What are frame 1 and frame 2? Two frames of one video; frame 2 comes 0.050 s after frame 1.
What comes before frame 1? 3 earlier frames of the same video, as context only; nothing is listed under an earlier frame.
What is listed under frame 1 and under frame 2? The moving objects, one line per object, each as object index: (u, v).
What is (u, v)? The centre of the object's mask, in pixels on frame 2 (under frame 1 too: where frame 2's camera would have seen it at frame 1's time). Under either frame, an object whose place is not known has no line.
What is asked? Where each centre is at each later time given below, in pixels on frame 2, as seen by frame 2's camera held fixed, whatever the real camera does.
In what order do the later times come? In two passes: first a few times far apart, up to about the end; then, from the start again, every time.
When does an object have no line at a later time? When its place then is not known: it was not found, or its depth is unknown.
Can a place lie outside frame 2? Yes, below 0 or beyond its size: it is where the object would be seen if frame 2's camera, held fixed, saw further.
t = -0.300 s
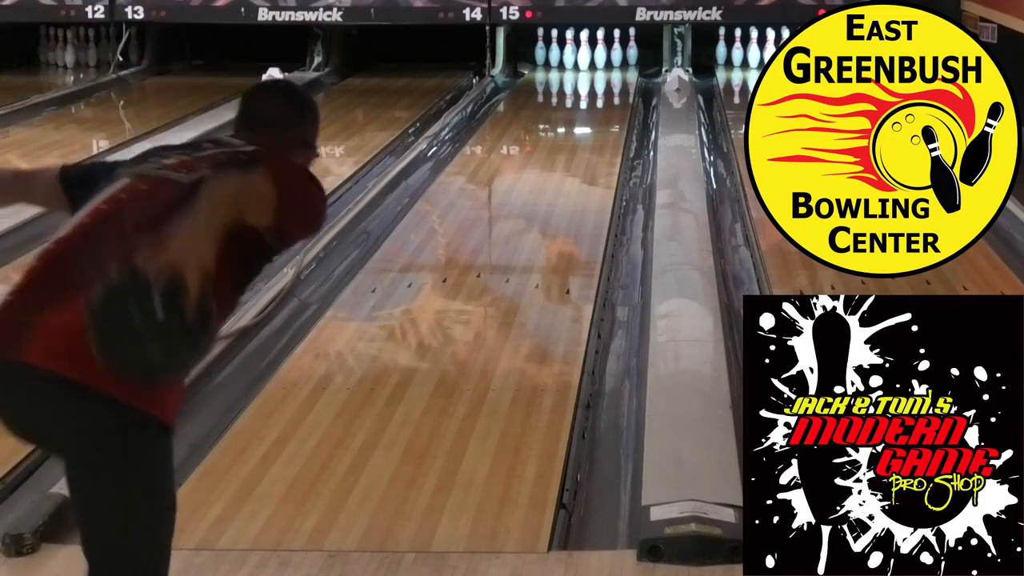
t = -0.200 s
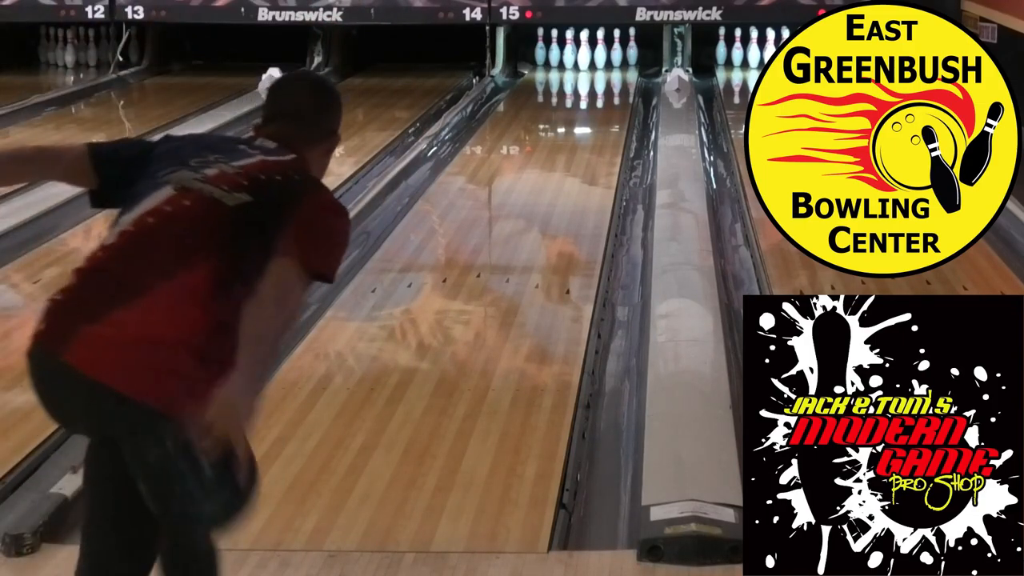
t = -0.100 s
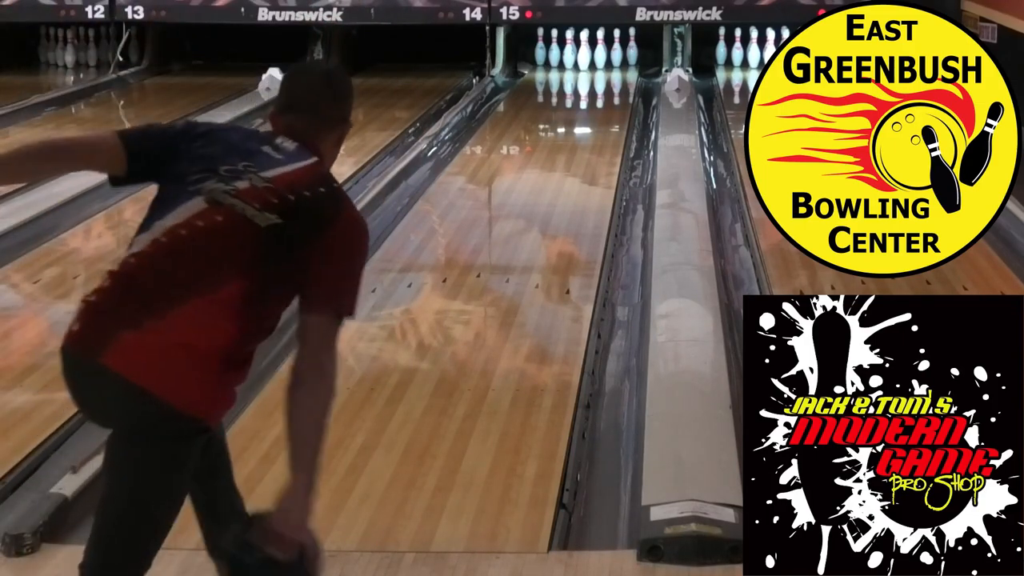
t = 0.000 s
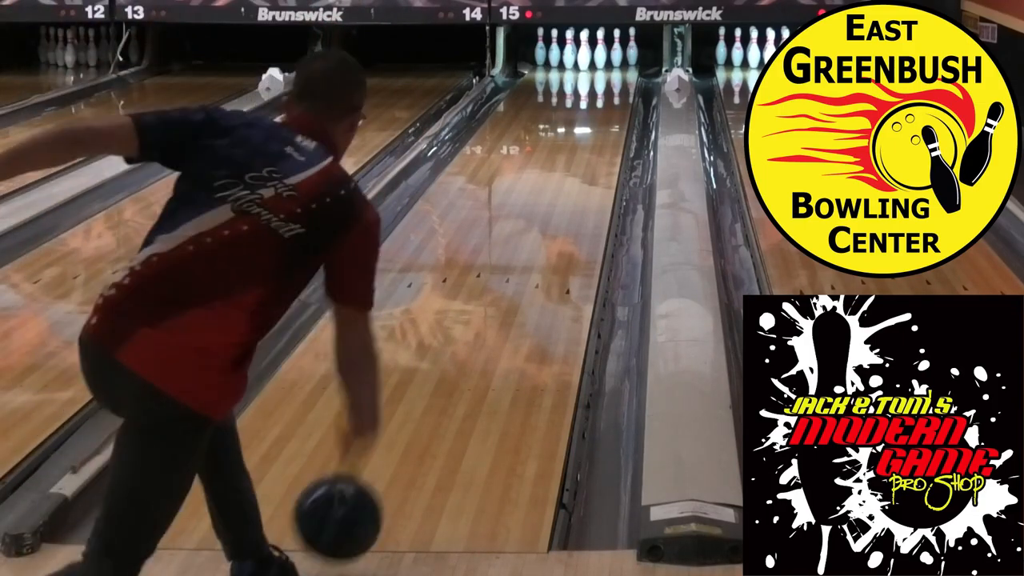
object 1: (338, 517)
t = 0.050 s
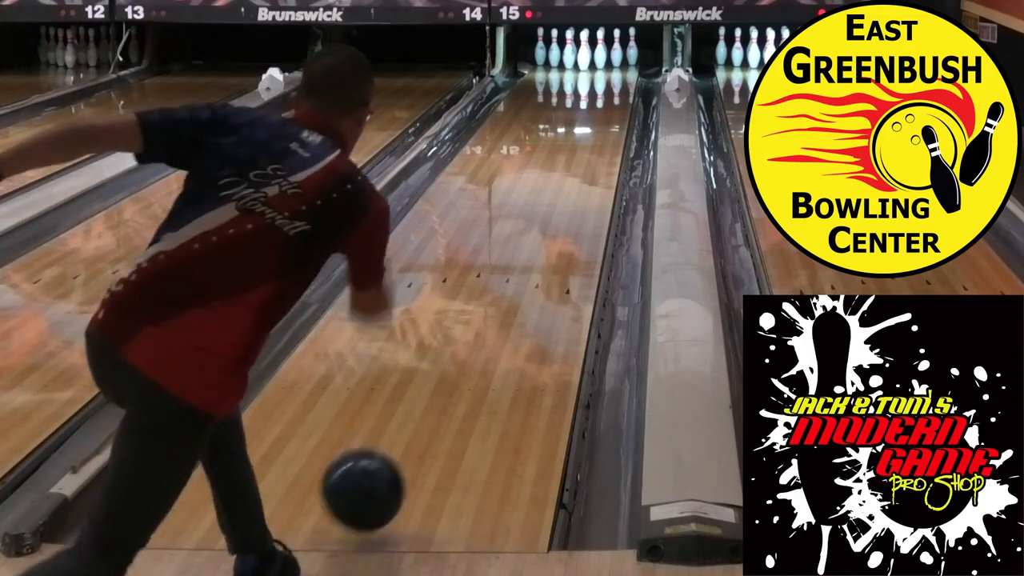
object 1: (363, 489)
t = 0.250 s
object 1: (437, 383)
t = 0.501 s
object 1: (496, 288)
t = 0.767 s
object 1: (536, 220)
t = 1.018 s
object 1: (562, 175)
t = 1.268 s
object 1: (581, 142)
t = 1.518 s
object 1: (593, 117)
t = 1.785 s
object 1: (601, 95)
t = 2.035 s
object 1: (601, 80)
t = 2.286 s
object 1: (596, 67)
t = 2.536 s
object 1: (592, 58)
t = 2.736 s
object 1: (596, 55)
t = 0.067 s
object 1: (371, 483)
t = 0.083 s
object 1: (378, 477)
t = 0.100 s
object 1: (385, 466)
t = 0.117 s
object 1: (392, 455)
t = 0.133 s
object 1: (398, 445)
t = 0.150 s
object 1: (404, 436)
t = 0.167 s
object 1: (410, 427)
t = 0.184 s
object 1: (416, 417)
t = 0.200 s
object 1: (422, 408)
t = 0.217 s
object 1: (427, 400)
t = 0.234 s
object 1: (432, 391)
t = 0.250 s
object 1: (437, 383)
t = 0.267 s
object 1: (442, 376)
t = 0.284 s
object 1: (447, 367)
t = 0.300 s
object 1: (451, 361)
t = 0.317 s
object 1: (455, 353)
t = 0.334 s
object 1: (460, 346)
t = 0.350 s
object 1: (464, 340)
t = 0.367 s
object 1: (468, 333)
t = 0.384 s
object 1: (472, 327)
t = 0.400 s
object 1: (476, 321)
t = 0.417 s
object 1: (479, 315)
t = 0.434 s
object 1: (482, 309)
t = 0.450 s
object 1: (486, 304)
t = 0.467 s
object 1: (489, 298)
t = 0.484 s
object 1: (492, 293)
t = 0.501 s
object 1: (496, 288)
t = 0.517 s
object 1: (499, 283)
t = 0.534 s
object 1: (501, 278)
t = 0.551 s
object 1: (504, 273)
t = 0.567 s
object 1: (507, 268)
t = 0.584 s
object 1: (510, 264)
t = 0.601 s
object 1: (513, 259)
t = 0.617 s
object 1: (515, 255)
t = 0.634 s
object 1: (518, 251)
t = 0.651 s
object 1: (520, 247)
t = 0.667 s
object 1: (523, 243)
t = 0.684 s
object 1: (525, 239)
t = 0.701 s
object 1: (527, 235)
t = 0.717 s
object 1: (530, 231)
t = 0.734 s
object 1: (532, 227)
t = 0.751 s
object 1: (534, 224)
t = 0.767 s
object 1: (536, 220)
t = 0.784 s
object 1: (538, 217)
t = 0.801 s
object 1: (540, 213)
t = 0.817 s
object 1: (542, 210)
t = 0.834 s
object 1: (544, 207)
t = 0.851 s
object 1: (546, 204)
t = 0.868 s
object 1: (548, 200)
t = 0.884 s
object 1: (549, 197)
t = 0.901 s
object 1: (551, 194)
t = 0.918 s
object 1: (553, 191)
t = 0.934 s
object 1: (554, 189)
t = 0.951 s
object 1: (556, 186)
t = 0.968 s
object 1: (557, 183)
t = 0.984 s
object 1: (559, 181)
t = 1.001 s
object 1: (560, 178)
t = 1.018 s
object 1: (562, 175)
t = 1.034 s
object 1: (563, 173)
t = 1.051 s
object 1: (565, 171)
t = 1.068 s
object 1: (566, 168)
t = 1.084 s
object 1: (568, 166)
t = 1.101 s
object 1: (569, 164)
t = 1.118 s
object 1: (570, 162)
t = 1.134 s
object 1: (572, 159)
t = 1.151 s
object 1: (573, 157)
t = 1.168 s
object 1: (574, 155)
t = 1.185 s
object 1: (575, 153)
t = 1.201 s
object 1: (577, 151)
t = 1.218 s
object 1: (577, 149)
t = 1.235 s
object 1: (578, 147)
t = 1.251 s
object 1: (580, 145)
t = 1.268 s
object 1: (581, 142)
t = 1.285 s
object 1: (582, 141)
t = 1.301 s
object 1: (583, 139)
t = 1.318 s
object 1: (584, 137)
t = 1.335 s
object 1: (584, 135)
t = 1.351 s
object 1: (585, 133)
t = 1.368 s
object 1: (586, 131)
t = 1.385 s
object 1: (587, 129)
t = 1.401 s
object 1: (588, 128)
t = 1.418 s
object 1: (589, 126)
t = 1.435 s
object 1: (590, 124)
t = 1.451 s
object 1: (590, 123)
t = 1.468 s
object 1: (591, 121)
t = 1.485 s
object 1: (592, 119)
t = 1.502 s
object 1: (593, 118)
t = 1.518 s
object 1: (593, 117)
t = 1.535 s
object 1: (594, 115)
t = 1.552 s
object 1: (594, 114)
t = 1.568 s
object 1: (595, 113)
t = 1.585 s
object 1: (596, 111)
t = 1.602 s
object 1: (596, 110)
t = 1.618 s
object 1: (597, 108)
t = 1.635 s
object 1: (598, 107)
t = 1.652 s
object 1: (598, 105)
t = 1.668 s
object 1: (599, 104)
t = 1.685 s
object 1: (599, 102)
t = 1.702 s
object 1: (599, 102)
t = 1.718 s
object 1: (600, 100)
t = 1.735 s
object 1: (600, 99)
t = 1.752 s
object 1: (601, 98)
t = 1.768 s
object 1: (601, 97)
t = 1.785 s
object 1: (601, 95)
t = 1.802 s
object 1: (601, 94)
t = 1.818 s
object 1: (601, 93)
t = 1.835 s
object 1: (601, 92)
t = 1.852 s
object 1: (602, 91)
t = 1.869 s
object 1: (601, 90)
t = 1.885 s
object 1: (602, 89)
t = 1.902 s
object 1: (602, 88)
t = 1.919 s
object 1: (602, 86)
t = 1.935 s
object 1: (602, 86)
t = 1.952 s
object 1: (602, 84)
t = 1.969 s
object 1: (602, 84)
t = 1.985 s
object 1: (602, 83)
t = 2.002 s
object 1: (602, 82)
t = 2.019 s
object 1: (602, 80)
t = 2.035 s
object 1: (601, 80)
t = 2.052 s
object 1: (601, 79)
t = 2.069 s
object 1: (601, 78)
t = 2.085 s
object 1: (601, 77)
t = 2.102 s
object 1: (600, 77)
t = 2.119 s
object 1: (600, 76)
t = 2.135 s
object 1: (600, 75)
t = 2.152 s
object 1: (599, 74)
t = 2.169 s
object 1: (599, 73)
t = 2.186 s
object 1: (599, 72)
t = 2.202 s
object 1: (599, 71)
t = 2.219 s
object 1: (598, 70)
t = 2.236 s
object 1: (597, 69)
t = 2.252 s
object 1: (597, 69)
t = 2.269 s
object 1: (596, 68)
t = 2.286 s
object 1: (596, 67)
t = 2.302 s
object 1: (595, 66)
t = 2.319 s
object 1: (595, 66)
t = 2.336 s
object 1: (594, 65)
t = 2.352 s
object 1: (594, 64)
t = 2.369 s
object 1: (593, 63)
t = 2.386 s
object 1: (593, 62)
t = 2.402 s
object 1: (592, 62)
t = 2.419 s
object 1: (592, 61)
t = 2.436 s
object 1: (591, 61)
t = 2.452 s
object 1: (592, 60)
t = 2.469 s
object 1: (592, 60)
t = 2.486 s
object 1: (592, 60)
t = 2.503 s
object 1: (593, 59)
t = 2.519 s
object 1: (592, 59)
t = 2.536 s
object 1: (592, 58)
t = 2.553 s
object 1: (592, 58)
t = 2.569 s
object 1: (593, 57)
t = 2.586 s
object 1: (593, 57)
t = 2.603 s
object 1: (594, 57)
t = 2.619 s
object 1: (594, 57)
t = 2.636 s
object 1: (594, 57)
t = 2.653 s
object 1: (595, 56)
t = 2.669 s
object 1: (595, 56)
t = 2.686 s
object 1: (596, 55)
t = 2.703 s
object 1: (596, 55)
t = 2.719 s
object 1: (595, 55)
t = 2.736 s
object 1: (596, 55)
